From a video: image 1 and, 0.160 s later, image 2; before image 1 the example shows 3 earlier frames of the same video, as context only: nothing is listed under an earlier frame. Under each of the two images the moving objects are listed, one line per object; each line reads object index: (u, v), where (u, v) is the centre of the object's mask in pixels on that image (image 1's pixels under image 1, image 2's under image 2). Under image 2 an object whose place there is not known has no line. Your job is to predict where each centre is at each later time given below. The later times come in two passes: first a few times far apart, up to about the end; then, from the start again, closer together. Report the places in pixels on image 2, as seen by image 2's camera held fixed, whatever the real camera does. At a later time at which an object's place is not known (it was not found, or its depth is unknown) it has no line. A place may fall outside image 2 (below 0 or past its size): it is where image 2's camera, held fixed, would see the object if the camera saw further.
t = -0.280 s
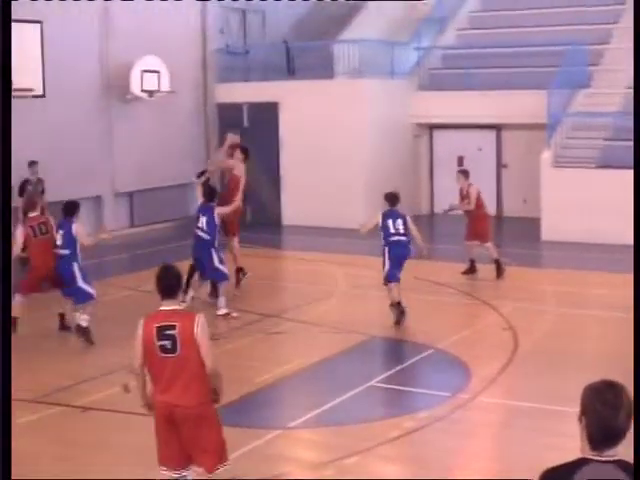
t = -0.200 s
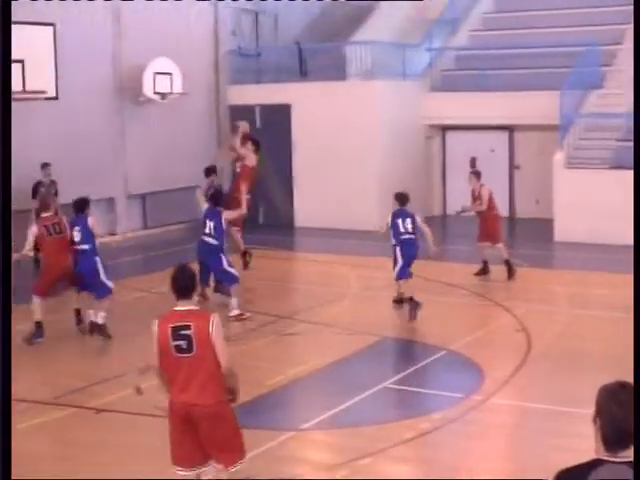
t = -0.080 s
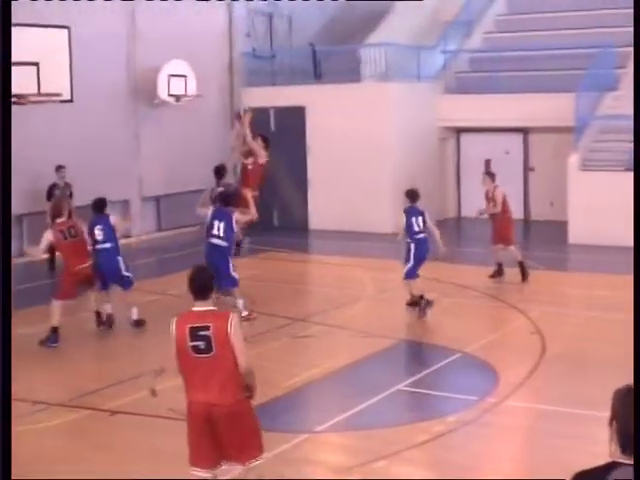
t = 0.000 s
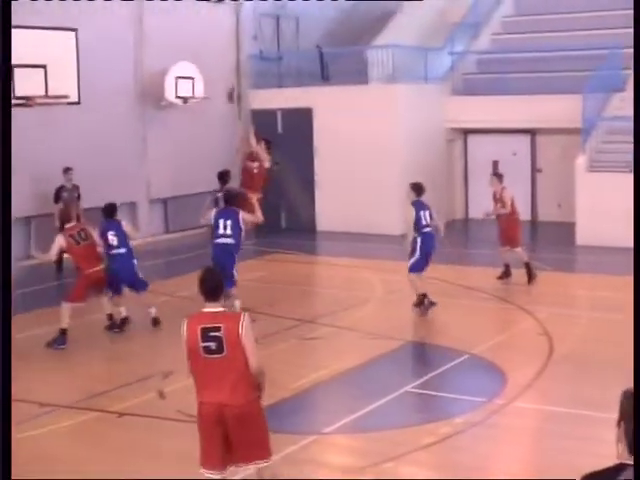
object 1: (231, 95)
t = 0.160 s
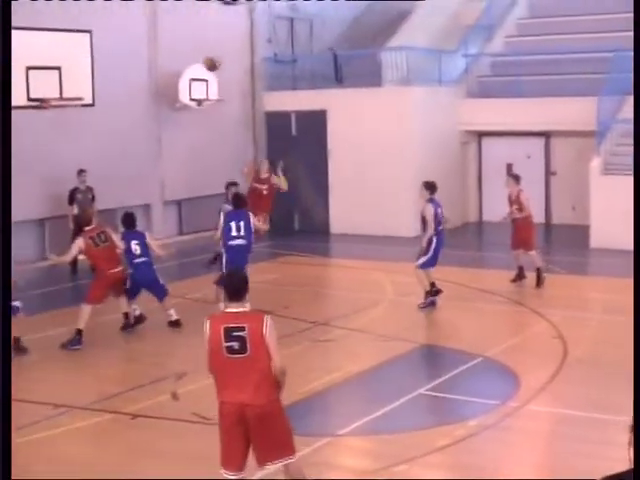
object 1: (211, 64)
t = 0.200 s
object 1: (202, 57)
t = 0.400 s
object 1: (155, 41)
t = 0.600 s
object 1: (105, 53)
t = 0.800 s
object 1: (53, 98)
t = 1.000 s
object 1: (70, 128)
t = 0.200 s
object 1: (202, 57)
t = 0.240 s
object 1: (193, 51)
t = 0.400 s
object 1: (155, 41)
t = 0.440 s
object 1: (145, 40)
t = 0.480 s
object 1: (135, 42)
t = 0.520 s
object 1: (125, 45)
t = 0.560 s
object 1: (116, 49)
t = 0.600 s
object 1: (105, 53)
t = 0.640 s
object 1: (96, 59)
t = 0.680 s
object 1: (85, 67)
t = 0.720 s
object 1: (74, 76)
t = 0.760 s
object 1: (63, 88)
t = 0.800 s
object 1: (53, 98)
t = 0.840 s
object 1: (53, 106)
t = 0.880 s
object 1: (57, 114)
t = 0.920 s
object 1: (61, 118)
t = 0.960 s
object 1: (66, 122)
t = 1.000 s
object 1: (70, 128)
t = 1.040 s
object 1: (75, 134)
